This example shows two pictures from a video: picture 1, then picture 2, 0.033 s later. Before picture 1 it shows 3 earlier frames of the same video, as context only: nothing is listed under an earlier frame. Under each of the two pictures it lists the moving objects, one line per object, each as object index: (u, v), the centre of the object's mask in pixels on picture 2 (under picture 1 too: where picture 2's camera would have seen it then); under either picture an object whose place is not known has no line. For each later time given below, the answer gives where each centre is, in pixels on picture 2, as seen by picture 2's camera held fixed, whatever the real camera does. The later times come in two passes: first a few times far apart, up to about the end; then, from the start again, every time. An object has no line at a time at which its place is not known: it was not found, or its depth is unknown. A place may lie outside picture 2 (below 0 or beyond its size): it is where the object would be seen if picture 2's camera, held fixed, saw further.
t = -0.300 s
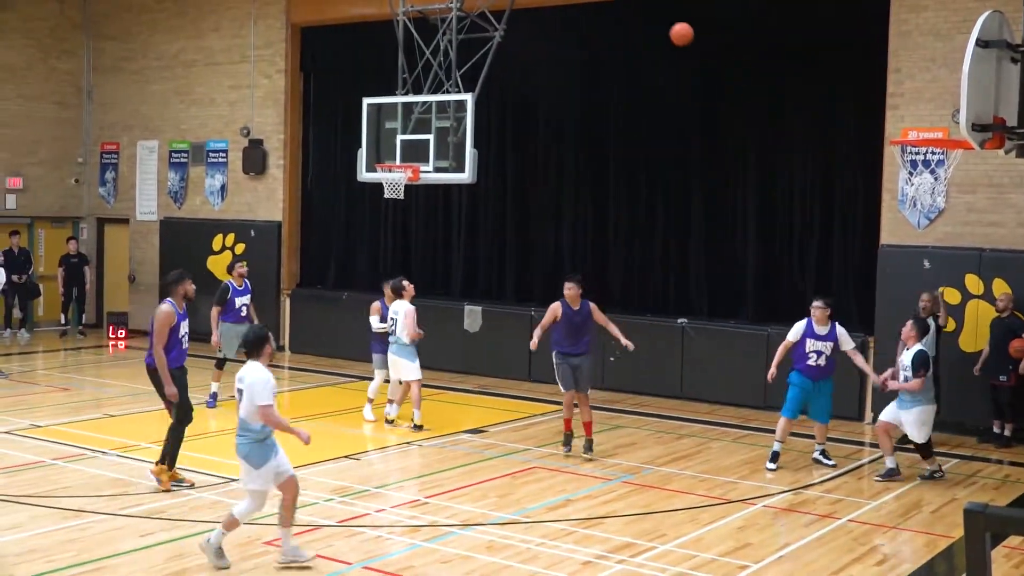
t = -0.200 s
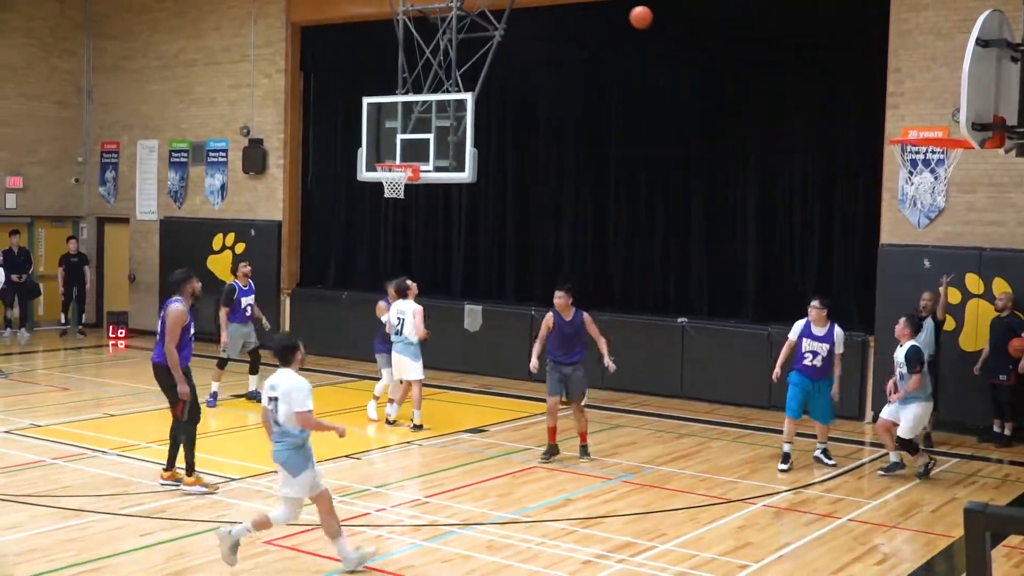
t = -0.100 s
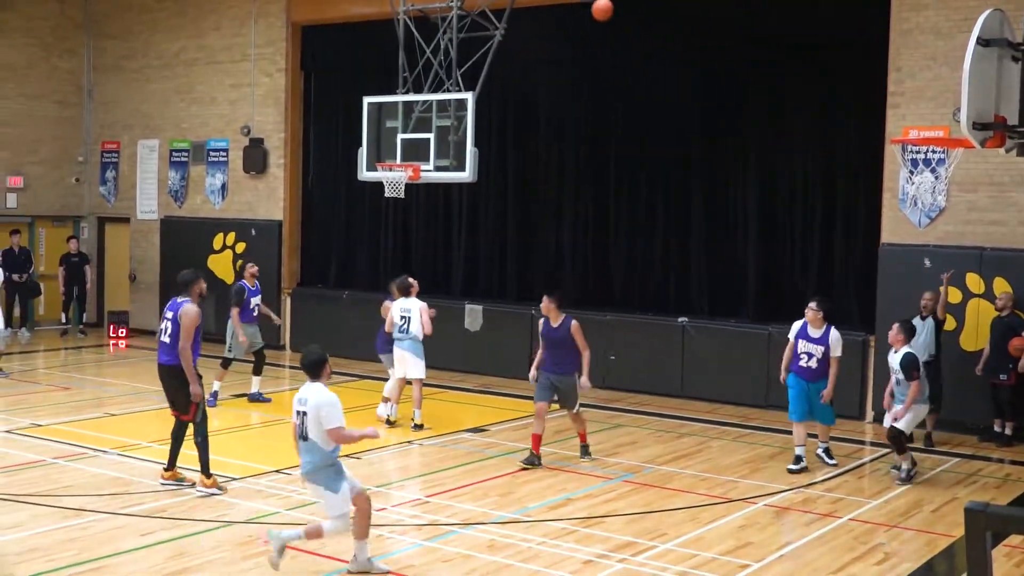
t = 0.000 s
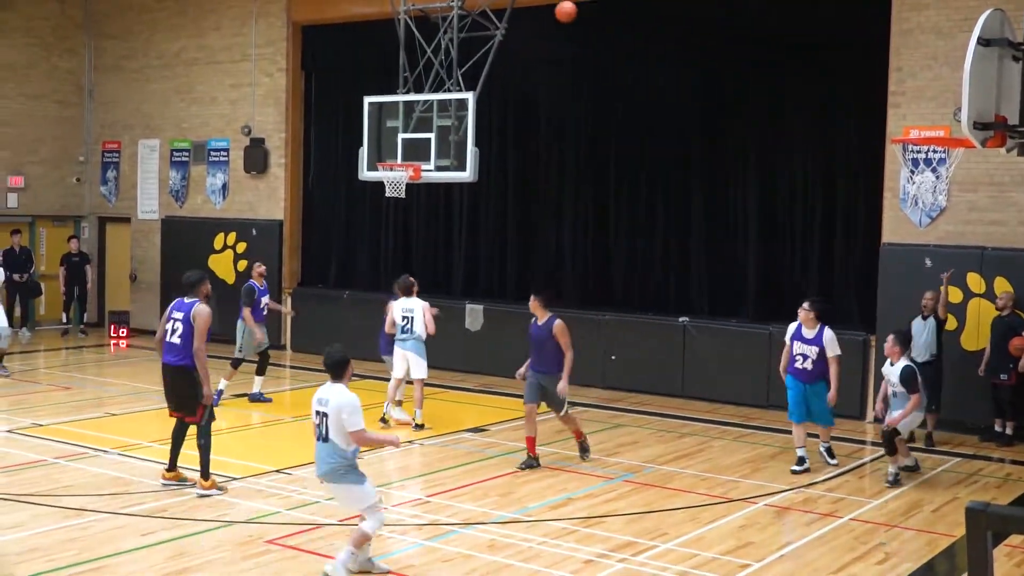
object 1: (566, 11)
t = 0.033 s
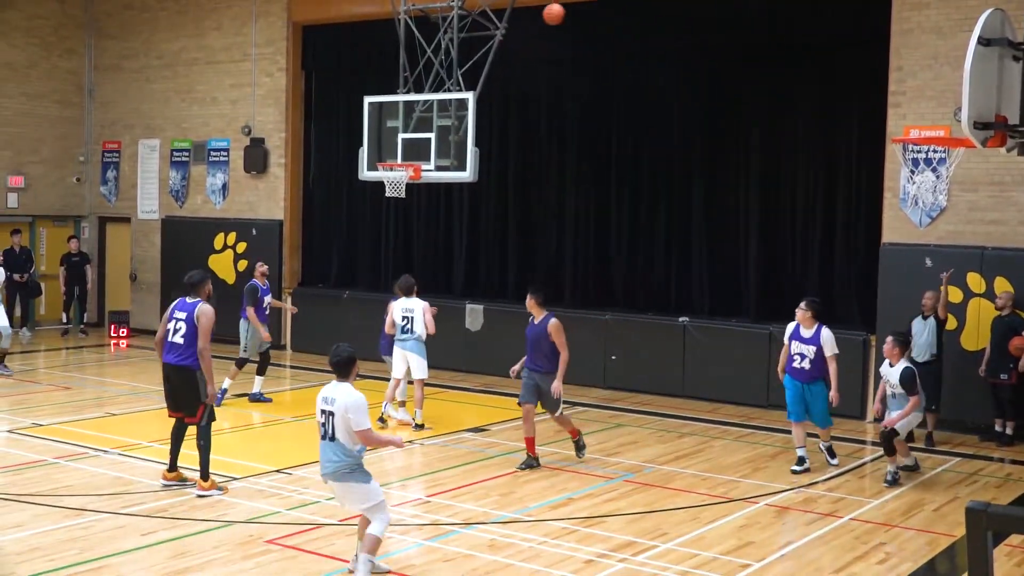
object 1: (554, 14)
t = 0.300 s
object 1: (461, 66)
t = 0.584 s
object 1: (392, 157)
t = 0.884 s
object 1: (432, 121)
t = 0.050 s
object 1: (548, 16)
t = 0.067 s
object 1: (541, 18)
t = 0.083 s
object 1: (536, 20)
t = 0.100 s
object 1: (530, 22)
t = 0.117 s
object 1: (524, 25)
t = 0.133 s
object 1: (518, 28)
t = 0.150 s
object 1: (513, 30)
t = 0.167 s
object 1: (506, 33)
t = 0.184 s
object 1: (501, 37)
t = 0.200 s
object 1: (495, 40)
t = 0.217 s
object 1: (489, 44)
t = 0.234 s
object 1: (484, 48)
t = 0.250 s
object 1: (478, 52)
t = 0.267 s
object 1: (473, 56)
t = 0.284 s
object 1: (467, 61)
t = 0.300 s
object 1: (461, 66)
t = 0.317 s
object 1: (456, 70)
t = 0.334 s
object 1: (450, 75)
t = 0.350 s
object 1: (445, 80)
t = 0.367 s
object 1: (440, 86)
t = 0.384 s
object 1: (435, 92)
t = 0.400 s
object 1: (429, 97)
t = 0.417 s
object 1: (423, 104)
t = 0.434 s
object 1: (419, 110)
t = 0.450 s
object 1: (413, 116)
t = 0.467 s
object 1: (409, 122)
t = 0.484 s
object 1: (404, 128)
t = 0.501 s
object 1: (398, 136)
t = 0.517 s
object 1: (394, 142)
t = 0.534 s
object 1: (388, 151)
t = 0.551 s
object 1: (384, 156)
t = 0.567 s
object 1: (386, 157)
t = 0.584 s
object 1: (392, 157)
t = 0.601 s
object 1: (397, 156)
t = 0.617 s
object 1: (402, 156)
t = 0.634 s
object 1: (408, 156)
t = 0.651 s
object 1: (409, 154)
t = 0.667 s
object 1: (411, 150)
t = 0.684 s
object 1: (413, 147)
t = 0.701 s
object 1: (415, 144)
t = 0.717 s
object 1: (416, 140)
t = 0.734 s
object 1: (418, 137)
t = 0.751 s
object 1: (420, 134)
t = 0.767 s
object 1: (421, 132)
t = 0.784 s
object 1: (423, 130)
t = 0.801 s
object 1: (424, 128)
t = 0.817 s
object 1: (426, 126)
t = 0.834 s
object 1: (428, 125)
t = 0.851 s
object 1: (430, 123)
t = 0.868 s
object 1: (431, 122)
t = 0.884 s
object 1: (432, 121)
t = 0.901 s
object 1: (433, 121)
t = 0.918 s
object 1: (435, 120)
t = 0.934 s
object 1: (437, 120)
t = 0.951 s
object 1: (438, 120)
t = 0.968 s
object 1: (439, 119)
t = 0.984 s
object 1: (442, 119)
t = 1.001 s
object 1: (442, 119)
